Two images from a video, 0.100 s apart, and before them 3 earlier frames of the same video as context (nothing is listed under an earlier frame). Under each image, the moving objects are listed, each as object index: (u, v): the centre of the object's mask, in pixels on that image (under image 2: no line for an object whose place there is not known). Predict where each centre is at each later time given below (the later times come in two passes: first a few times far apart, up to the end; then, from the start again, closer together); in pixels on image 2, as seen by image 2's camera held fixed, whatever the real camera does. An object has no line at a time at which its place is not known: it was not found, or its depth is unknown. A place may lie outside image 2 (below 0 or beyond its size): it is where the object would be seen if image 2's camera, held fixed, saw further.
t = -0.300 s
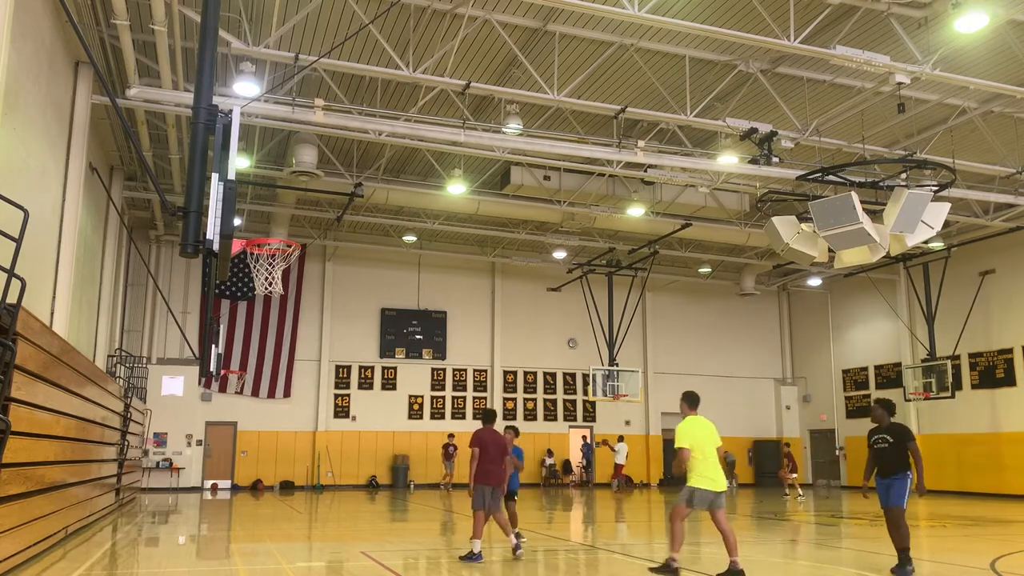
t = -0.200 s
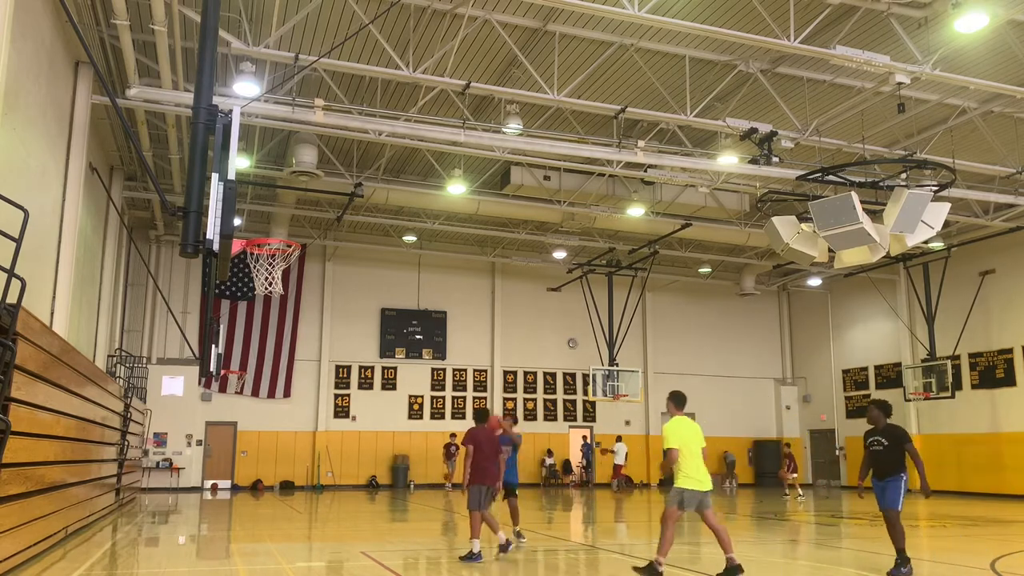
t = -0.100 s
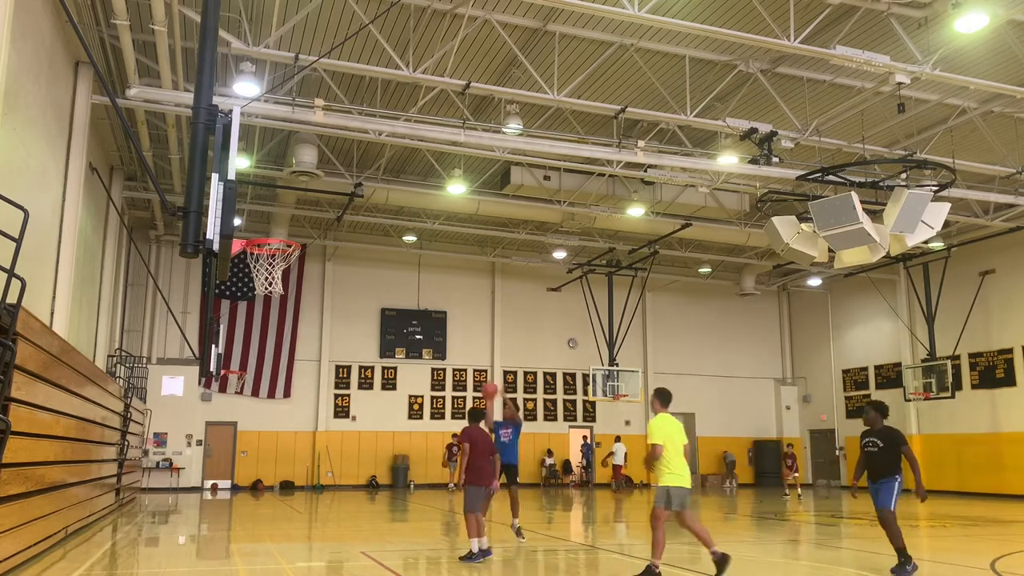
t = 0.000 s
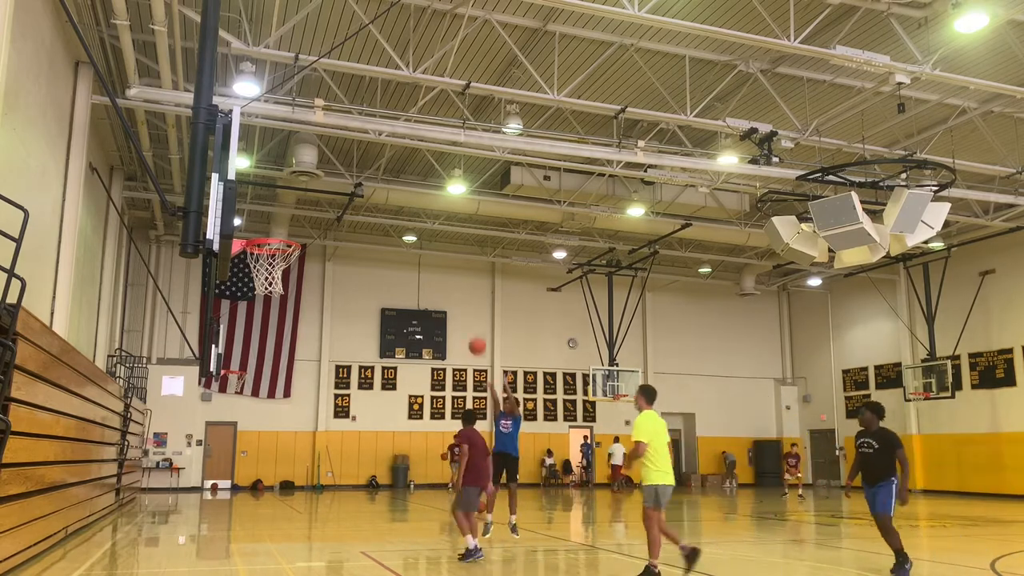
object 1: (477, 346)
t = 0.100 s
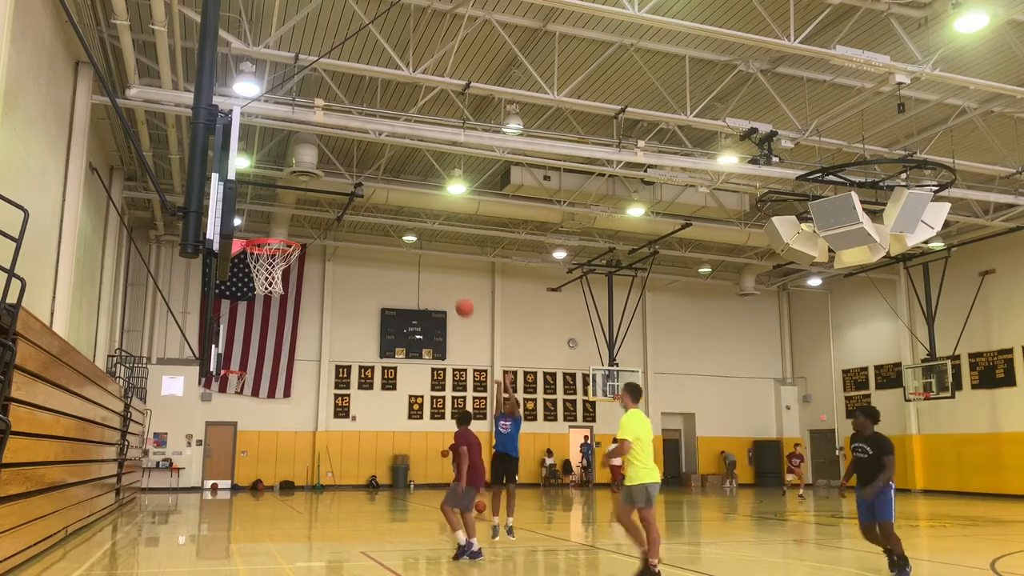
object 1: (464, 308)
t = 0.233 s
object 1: (446, 265)
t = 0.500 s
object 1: (404, 212)
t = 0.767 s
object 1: (352, 211)
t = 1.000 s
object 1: (336, 261)
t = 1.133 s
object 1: (391, 302)
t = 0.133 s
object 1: (460, 296)
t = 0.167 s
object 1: (455, 285)
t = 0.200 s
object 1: (451, 275)
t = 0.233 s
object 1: (446, 265)
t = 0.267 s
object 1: (441, 256)
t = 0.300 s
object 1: (436, 247)
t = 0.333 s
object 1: (431, 239)
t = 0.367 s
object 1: (427, 232)
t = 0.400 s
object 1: (421, 226)
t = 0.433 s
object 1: (415, 221)
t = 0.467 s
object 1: (410, 216)
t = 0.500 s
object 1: (404, 212)
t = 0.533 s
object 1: (399, 208)
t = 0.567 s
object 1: (393, 206)
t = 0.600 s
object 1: (387, 205)
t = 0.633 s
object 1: (380, 204)
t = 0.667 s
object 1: (373, 205)
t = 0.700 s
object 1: (367, 206)
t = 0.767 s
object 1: (352, 211)
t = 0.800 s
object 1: (344, 216)
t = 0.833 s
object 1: (336, 221)
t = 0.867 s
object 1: (328, 229)
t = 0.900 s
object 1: (320, 236)
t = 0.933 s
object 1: (312, 246)
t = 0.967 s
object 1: (323, 253)
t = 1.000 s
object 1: (336, 261)
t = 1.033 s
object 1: (350, 269)
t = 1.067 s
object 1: (363, 279)
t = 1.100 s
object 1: (377, 290)
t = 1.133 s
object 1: (391, 302)
